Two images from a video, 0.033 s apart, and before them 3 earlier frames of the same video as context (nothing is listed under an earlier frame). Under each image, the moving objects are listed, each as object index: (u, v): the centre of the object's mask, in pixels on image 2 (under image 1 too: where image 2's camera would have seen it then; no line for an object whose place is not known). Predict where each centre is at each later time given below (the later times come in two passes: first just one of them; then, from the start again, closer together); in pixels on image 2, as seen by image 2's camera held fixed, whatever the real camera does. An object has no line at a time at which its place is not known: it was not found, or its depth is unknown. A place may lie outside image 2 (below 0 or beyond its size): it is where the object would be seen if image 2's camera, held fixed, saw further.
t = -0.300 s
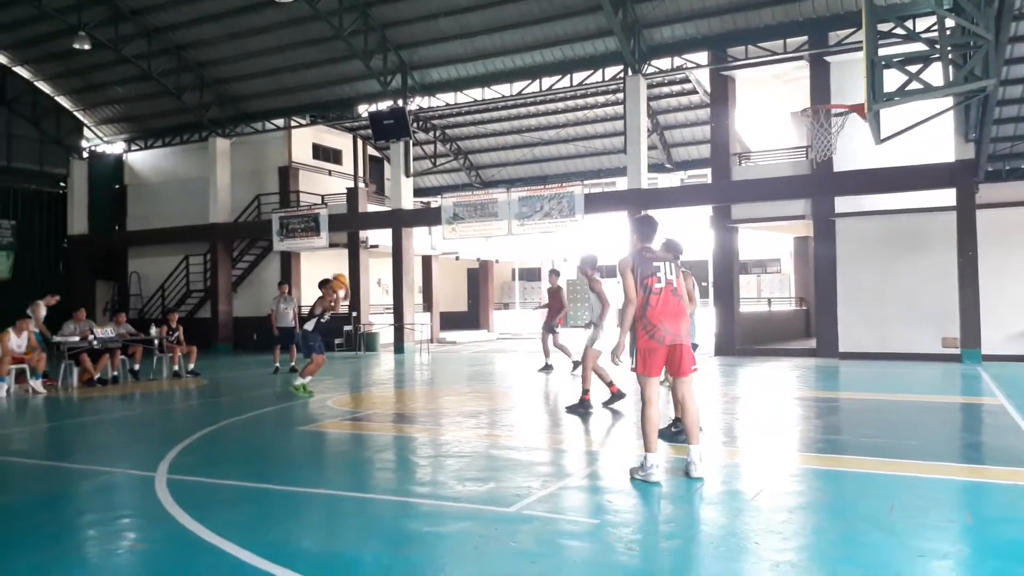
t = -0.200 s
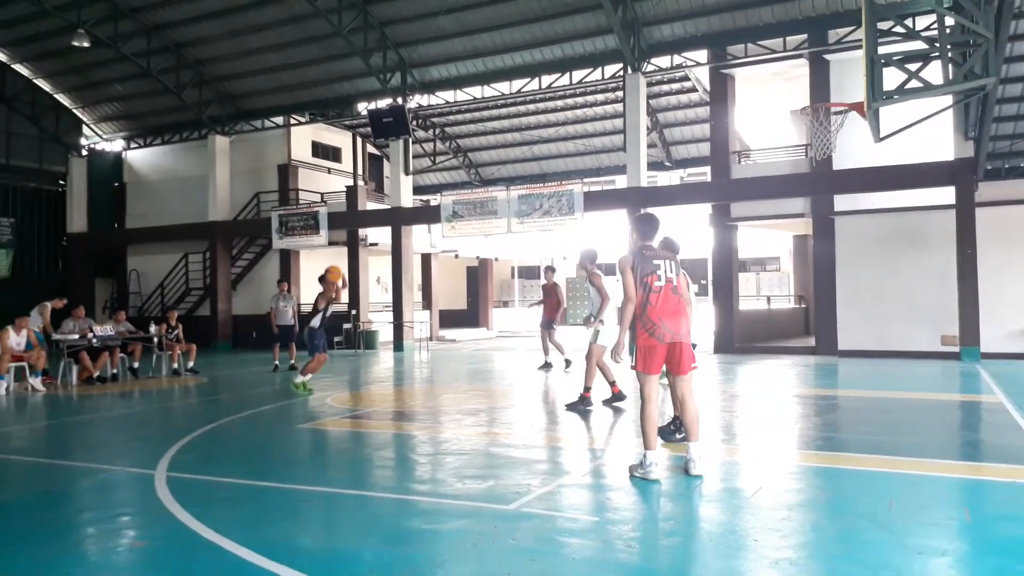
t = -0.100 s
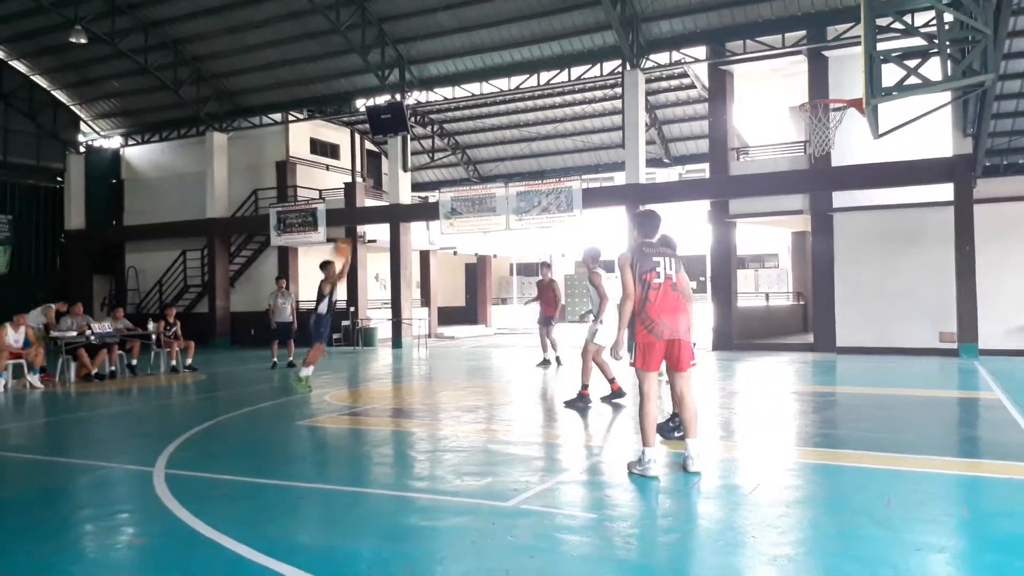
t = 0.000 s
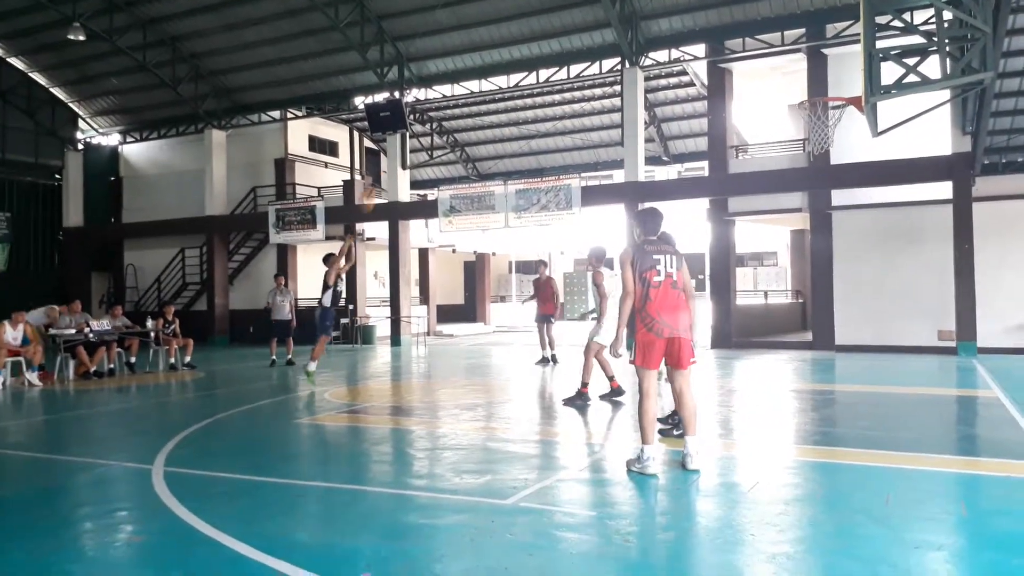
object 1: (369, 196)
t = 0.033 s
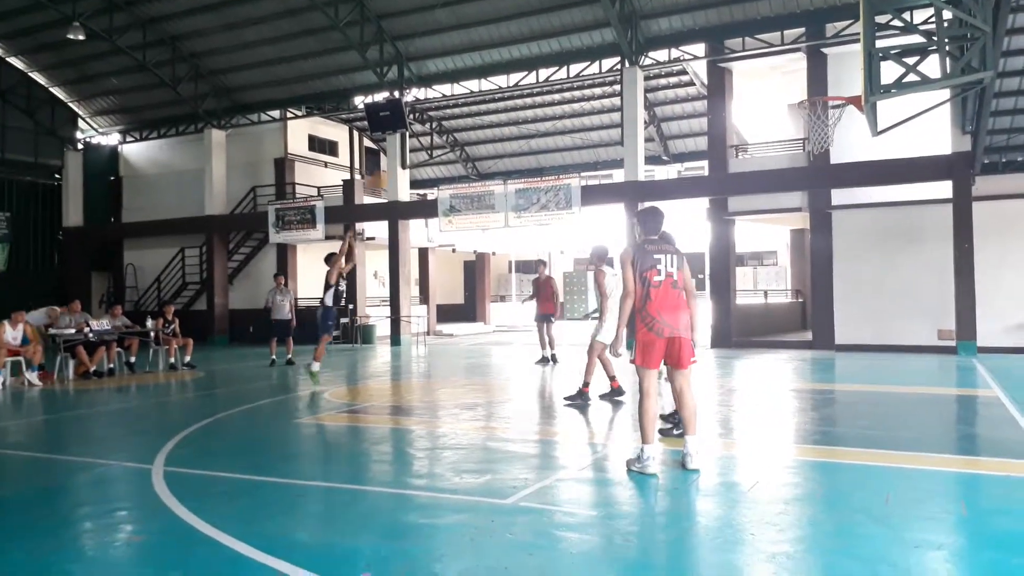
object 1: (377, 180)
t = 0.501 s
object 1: (546, 30)
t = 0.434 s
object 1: (520, 41)
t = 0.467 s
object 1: (534, 34)
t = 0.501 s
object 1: (546, 30)
